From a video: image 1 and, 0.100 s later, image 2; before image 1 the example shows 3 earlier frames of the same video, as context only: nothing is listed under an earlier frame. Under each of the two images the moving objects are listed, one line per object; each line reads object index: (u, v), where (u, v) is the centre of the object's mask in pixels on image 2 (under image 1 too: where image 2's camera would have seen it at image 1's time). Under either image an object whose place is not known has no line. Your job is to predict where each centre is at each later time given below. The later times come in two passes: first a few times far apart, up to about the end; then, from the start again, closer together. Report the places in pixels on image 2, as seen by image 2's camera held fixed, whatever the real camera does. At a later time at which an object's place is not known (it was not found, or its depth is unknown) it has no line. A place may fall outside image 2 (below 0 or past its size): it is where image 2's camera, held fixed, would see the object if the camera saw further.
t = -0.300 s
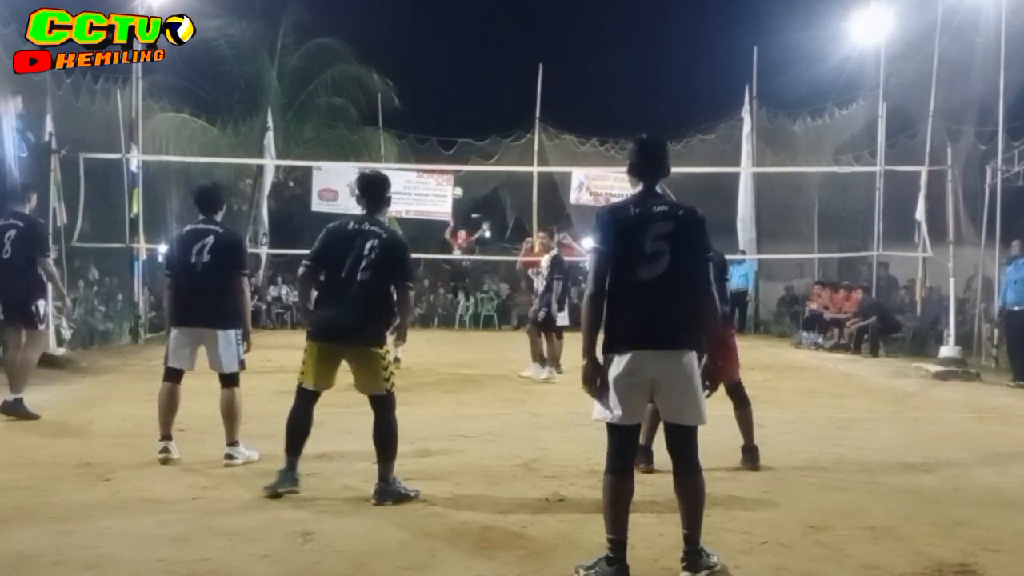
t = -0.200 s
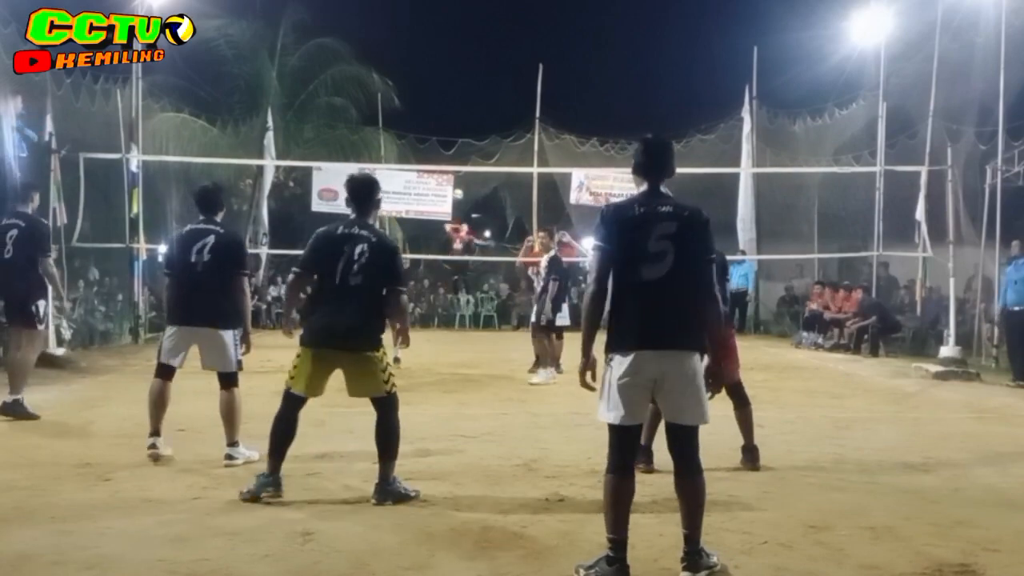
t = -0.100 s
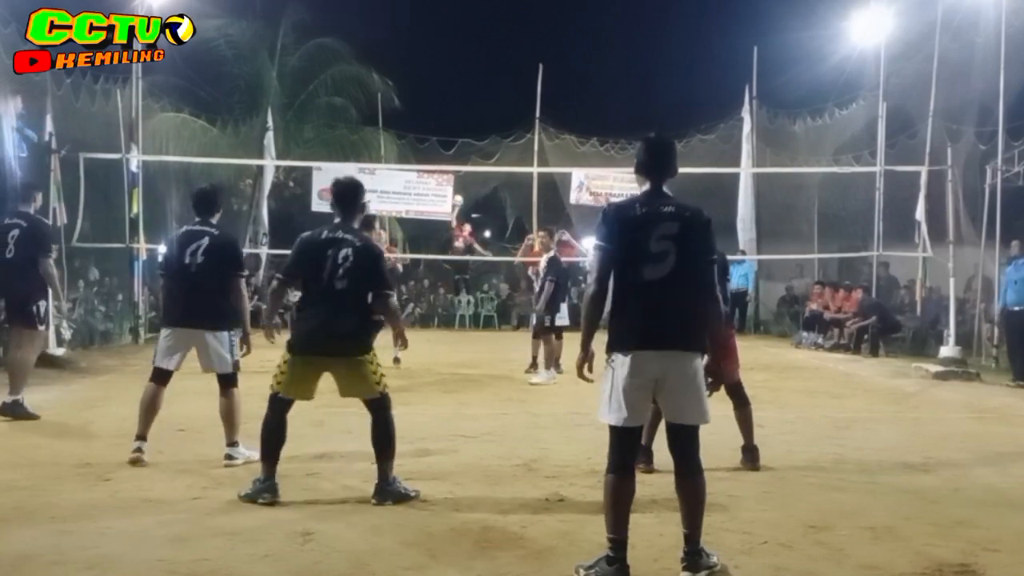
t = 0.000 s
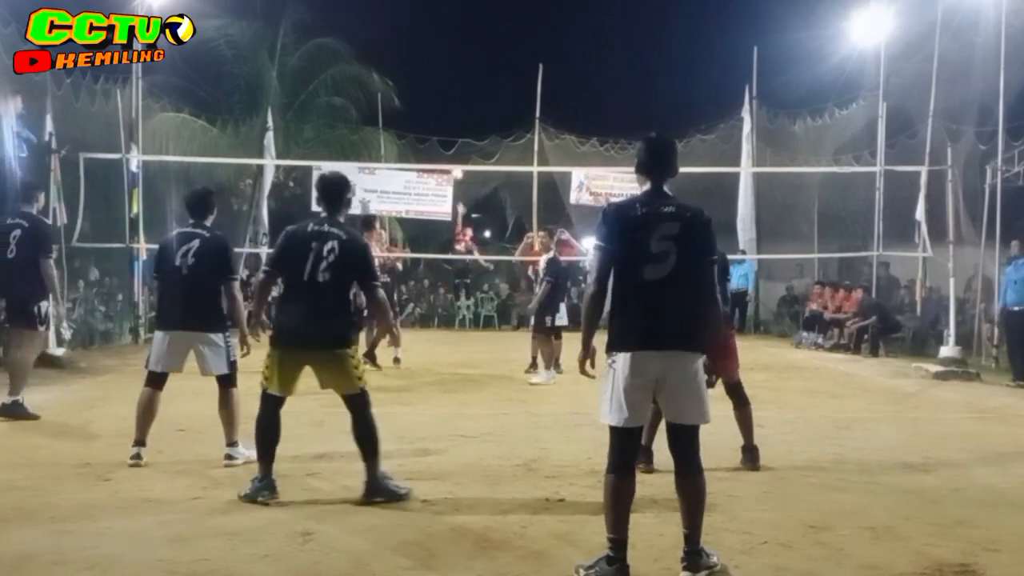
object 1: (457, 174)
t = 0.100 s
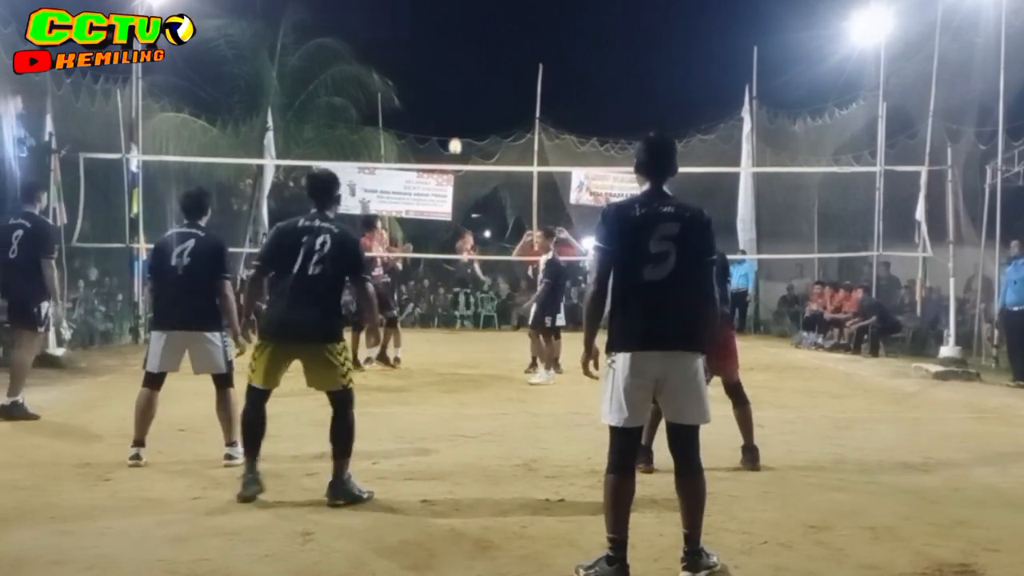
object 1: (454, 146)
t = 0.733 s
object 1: (445, 59)
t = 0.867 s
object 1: (439, 76)
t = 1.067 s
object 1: (429, 150)
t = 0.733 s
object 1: (445, 59)
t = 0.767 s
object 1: (443, 62)
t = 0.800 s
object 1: (442, 65)
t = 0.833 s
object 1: (440, 70)
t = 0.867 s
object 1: (439, 76)
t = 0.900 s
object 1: (438, 84)
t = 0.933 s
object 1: (436, 94)
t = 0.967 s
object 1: (434, 105)
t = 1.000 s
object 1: (433, 118)
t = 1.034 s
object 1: (431, 133)
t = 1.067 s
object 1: (429, 150)
